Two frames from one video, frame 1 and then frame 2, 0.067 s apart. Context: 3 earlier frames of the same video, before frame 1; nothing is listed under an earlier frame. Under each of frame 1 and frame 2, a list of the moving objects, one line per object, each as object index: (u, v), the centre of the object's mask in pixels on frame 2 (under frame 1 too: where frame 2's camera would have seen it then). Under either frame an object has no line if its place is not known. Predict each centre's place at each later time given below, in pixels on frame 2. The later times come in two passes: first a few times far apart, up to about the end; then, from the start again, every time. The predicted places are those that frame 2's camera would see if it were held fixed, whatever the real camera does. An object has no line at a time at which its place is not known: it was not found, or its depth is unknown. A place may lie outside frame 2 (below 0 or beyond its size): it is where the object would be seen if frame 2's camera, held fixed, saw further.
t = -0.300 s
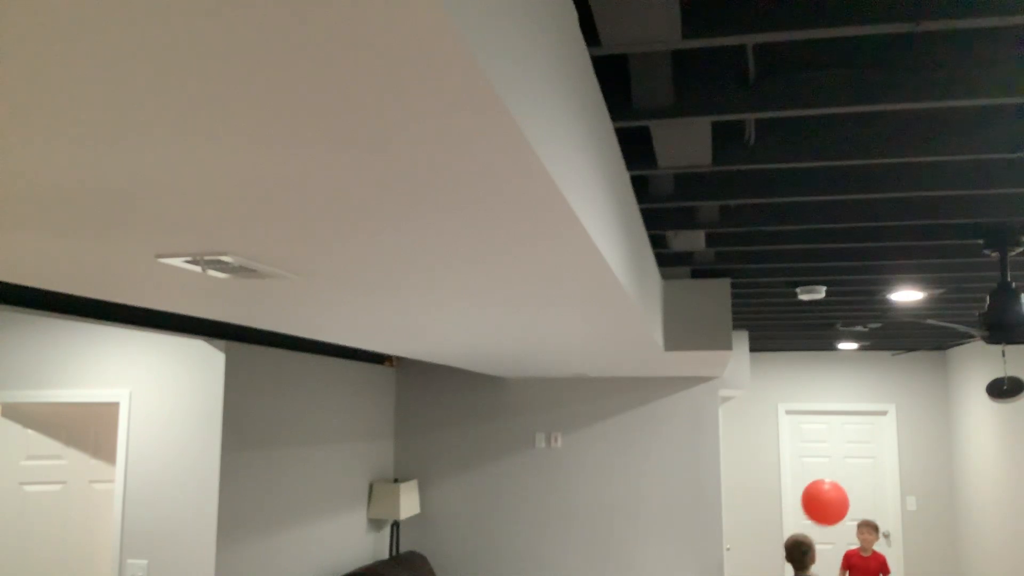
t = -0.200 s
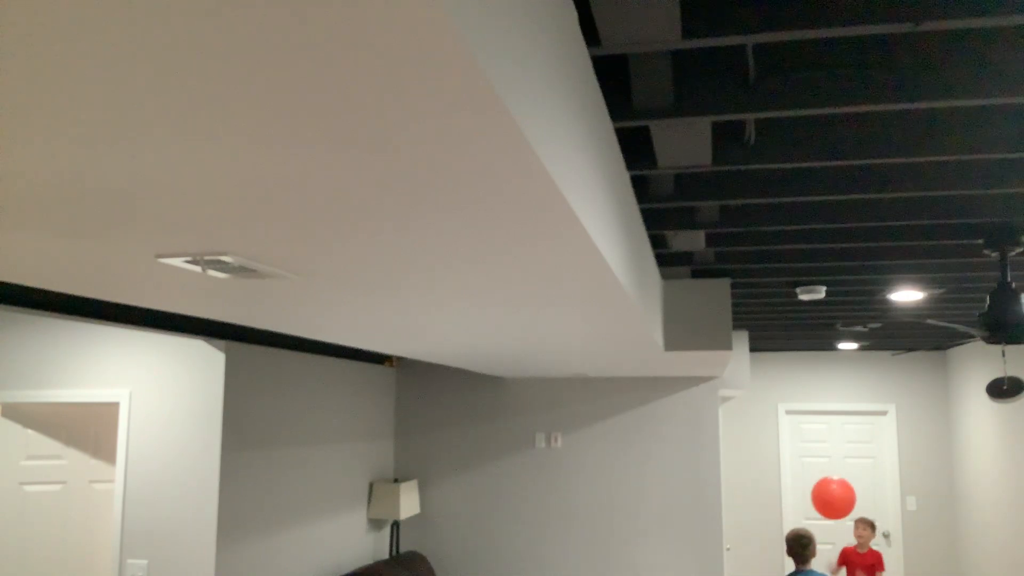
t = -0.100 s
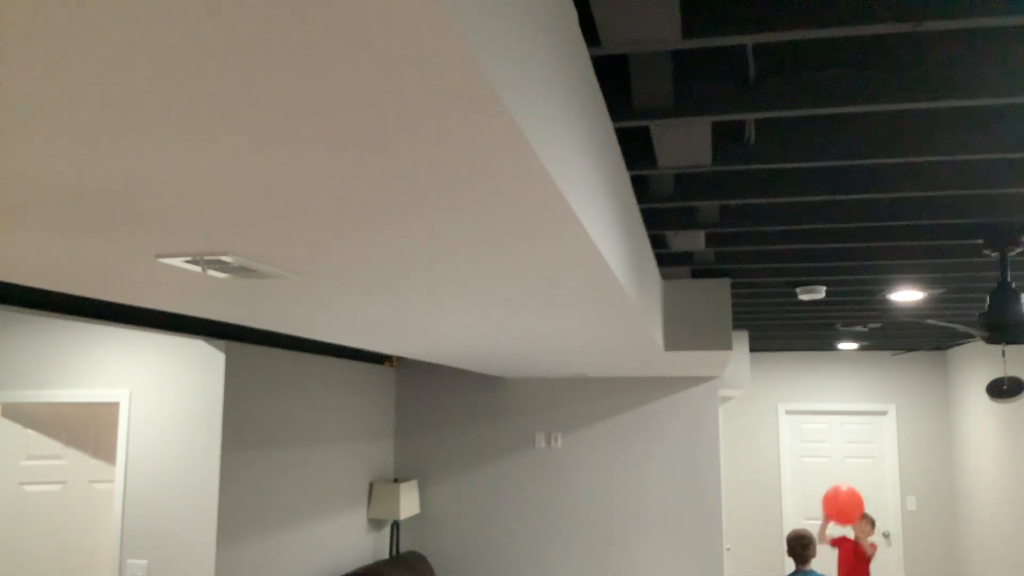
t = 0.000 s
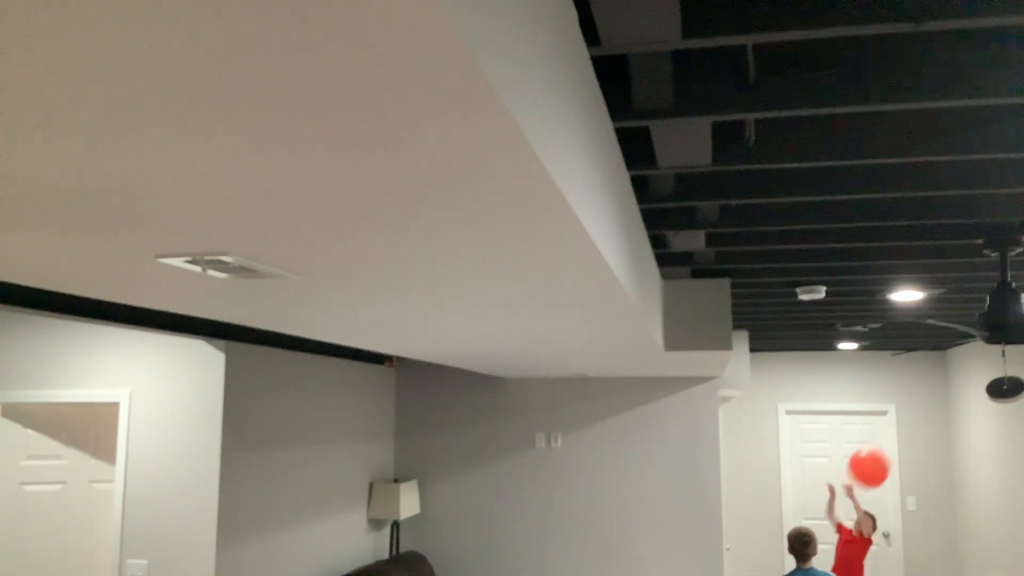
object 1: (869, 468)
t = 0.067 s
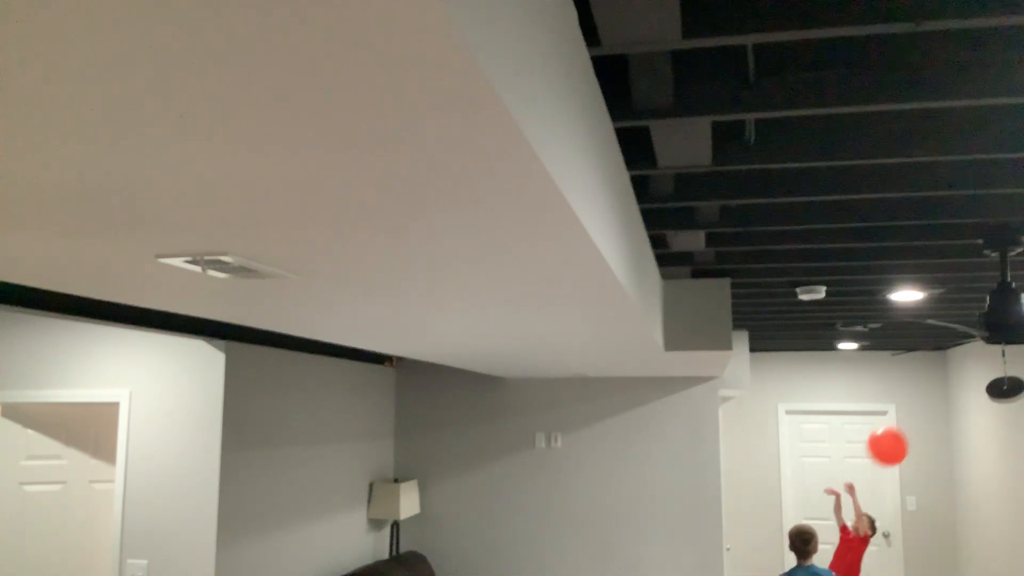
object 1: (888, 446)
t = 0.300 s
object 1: (953, 406)
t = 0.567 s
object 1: (931, 420)
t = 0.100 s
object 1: (897, 438)
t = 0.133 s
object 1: (906, 429)
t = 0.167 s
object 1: (916, 422)
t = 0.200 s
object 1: (925, 416)
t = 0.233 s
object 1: (934, 412)
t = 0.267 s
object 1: (944, 408)
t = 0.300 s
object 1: (953, 406)
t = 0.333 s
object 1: (963, 406)
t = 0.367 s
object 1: (972, 406)
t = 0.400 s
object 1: (970, 406)
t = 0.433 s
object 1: (961, 406)
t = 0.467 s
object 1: (954, 408)
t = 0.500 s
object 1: (946, 411)
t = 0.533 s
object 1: (939, 414)
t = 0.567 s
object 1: (931, 420)
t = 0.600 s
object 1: (924, 426)
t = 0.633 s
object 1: (917, 434)
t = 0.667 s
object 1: (910, 442)
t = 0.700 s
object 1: (903, 453)
